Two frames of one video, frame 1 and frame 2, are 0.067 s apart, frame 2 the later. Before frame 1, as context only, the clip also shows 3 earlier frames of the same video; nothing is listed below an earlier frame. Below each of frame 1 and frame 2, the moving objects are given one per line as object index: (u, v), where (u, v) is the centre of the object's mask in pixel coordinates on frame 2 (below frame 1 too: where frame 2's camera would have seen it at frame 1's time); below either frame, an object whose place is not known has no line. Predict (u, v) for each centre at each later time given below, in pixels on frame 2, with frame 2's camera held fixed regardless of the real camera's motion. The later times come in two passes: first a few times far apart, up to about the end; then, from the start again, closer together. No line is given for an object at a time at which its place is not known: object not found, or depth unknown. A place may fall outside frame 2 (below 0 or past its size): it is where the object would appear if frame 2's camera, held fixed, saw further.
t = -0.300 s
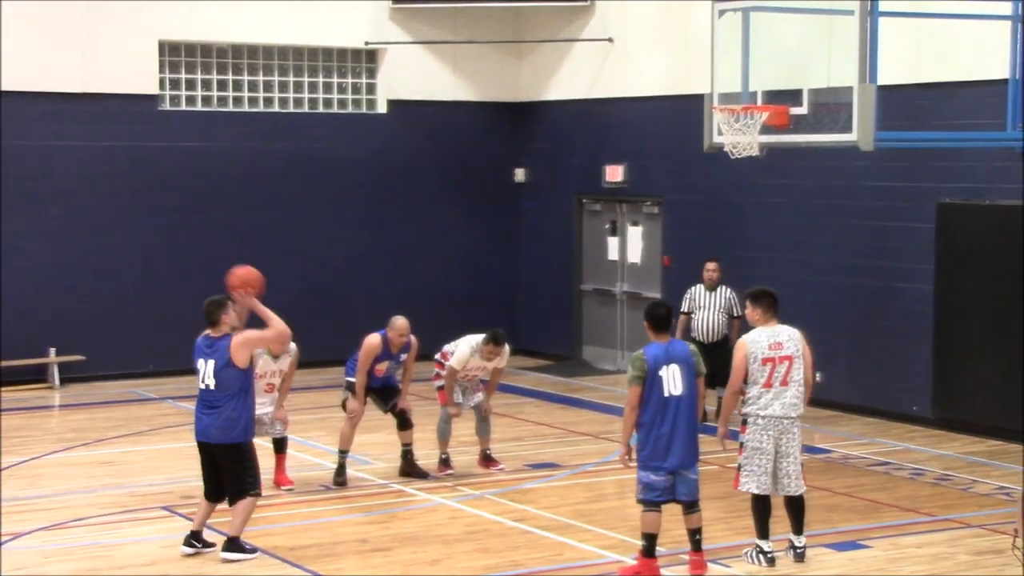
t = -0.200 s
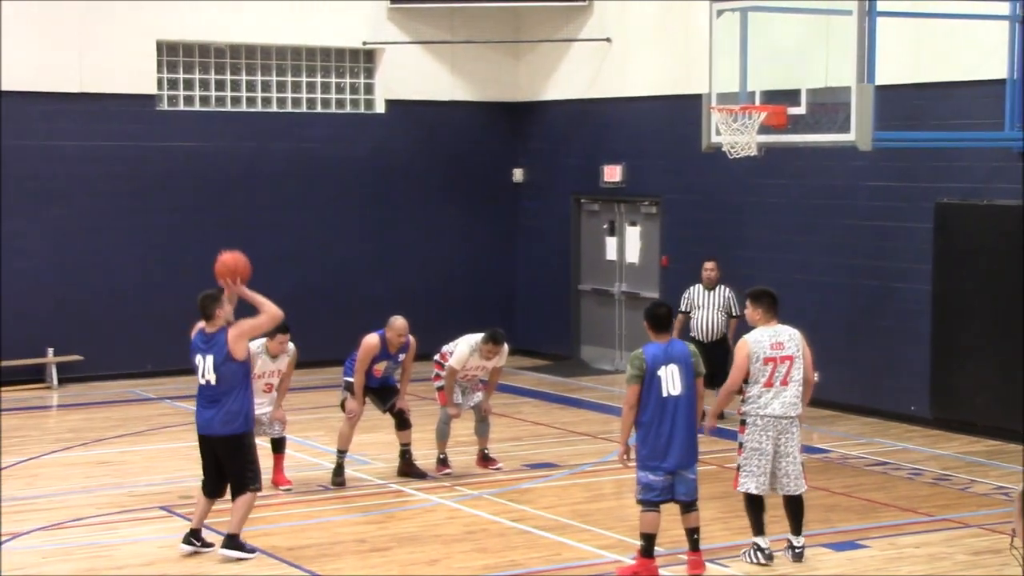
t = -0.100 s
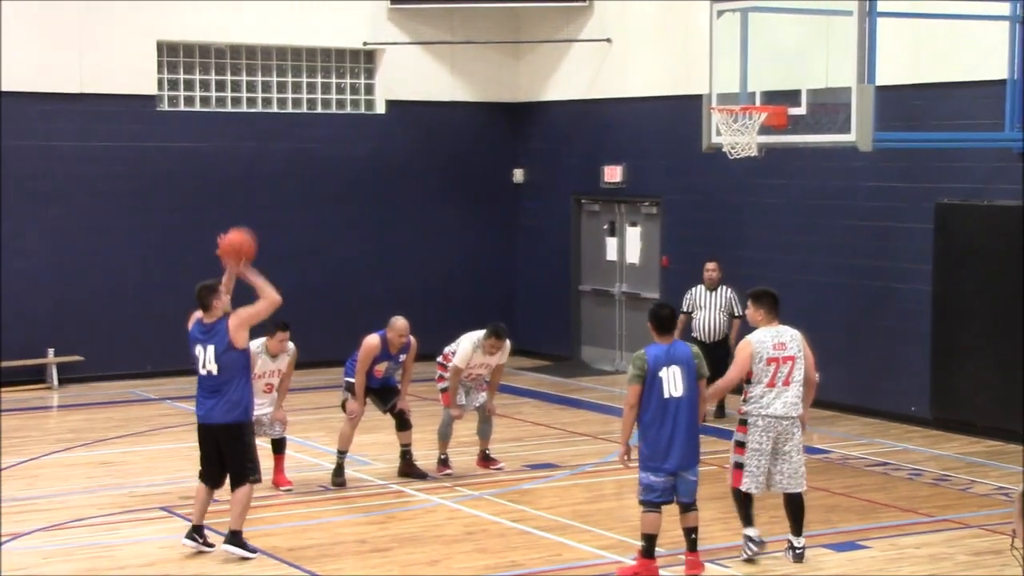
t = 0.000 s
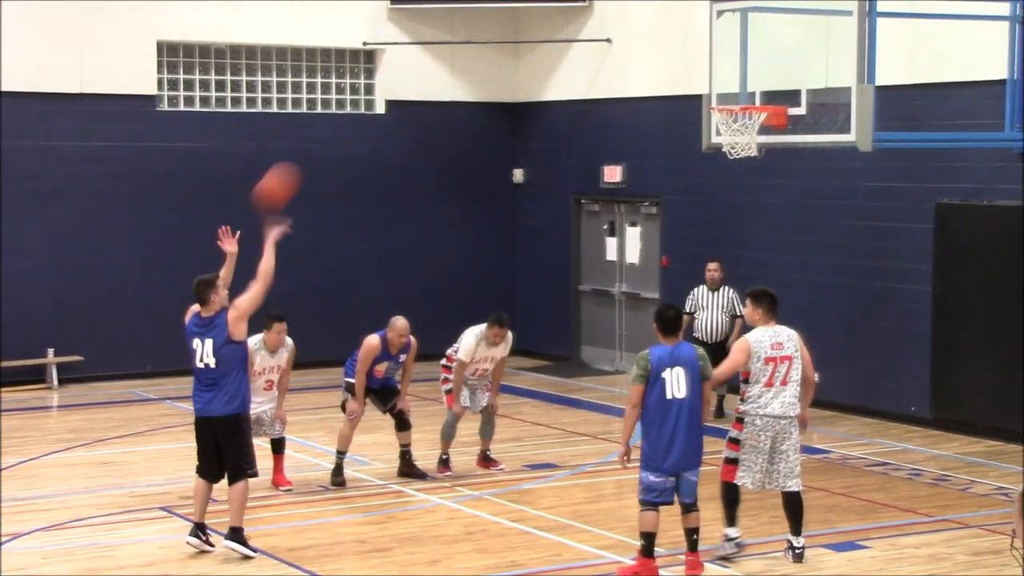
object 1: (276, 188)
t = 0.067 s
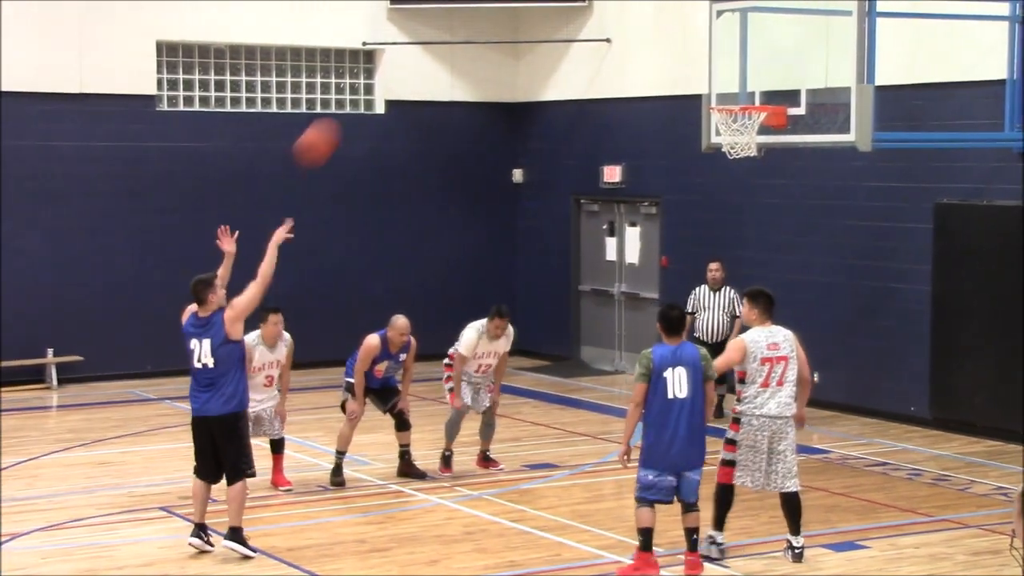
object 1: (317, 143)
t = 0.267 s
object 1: (435, 48)
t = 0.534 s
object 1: (576, 15)
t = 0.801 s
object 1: (705, 73)
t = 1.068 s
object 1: (721, 120)
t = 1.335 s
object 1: (746, 177)
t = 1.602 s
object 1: (775, 309)
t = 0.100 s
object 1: (335, 126)
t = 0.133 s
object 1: (356, 107)
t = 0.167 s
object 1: (378, 87)
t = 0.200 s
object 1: (397, 73)
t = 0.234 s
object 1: (416, 60)
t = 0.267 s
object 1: (435, 48)
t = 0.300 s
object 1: (453, 39)
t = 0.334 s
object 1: (470, 31)
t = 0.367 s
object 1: (488, 25)
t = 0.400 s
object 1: (507, 21)
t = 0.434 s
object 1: (525, 17)
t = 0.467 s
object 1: (542, 15)
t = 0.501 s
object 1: (559, 15)
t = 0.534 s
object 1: (576, 15)
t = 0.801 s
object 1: (705, 73)
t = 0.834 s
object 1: (720, 85)
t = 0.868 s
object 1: (733, 94)
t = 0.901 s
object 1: (745, 96)
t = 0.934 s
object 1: (753, 98)
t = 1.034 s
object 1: (726, 117)
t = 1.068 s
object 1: (721, 120)
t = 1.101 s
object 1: (723, 128)
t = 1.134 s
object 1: (719, 133)
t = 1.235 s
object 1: (735, 159)
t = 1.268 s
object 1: (739, 164)
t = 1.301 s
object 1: (743, 169)
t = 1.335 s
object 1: (746, 177)
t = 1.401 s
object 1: (754, 202)
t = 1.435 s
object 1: (758, 216)
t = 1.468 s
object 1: (760, 232)
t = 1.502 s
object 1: (762, 249)
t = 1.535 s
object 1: (766, 267)
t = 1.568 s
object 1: (771, 287)
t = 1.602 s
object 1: (775, 309)
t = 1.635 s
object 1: (777, 332)
